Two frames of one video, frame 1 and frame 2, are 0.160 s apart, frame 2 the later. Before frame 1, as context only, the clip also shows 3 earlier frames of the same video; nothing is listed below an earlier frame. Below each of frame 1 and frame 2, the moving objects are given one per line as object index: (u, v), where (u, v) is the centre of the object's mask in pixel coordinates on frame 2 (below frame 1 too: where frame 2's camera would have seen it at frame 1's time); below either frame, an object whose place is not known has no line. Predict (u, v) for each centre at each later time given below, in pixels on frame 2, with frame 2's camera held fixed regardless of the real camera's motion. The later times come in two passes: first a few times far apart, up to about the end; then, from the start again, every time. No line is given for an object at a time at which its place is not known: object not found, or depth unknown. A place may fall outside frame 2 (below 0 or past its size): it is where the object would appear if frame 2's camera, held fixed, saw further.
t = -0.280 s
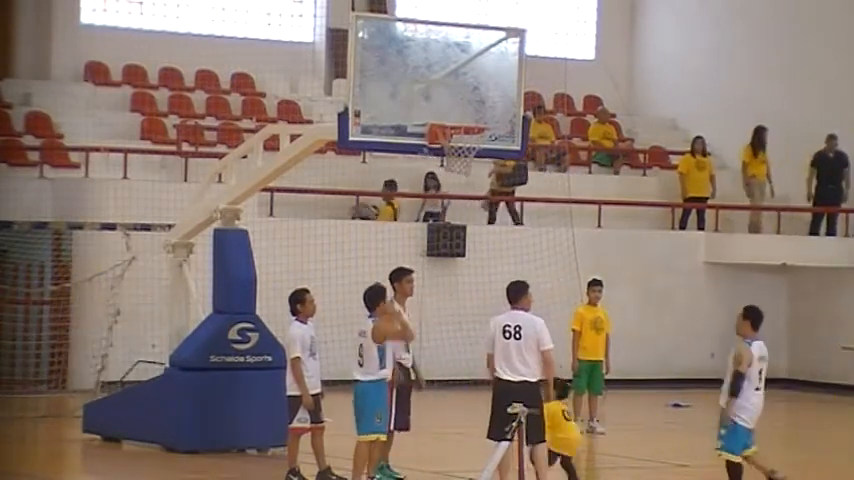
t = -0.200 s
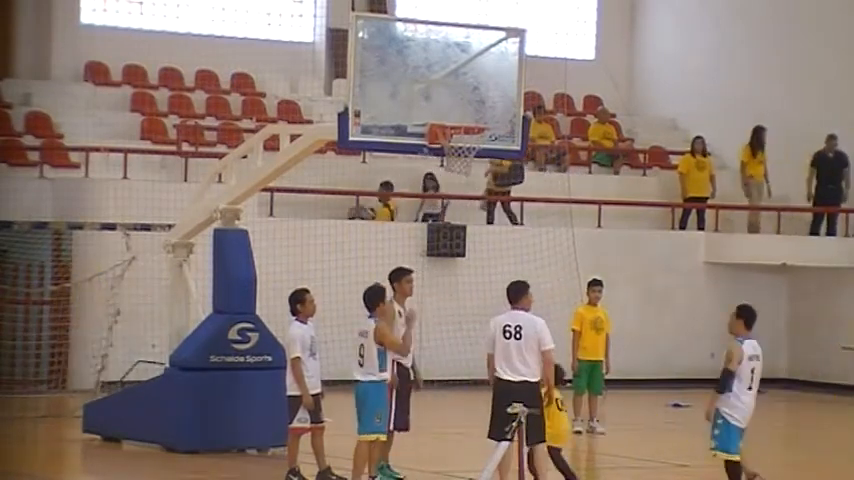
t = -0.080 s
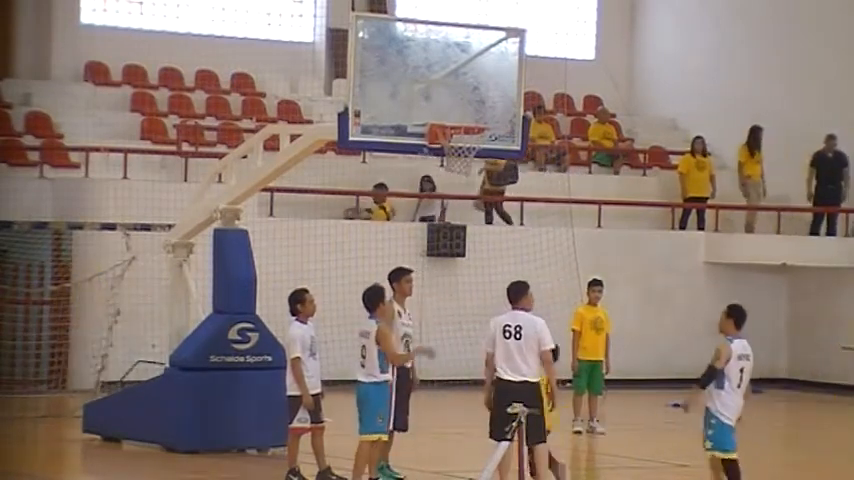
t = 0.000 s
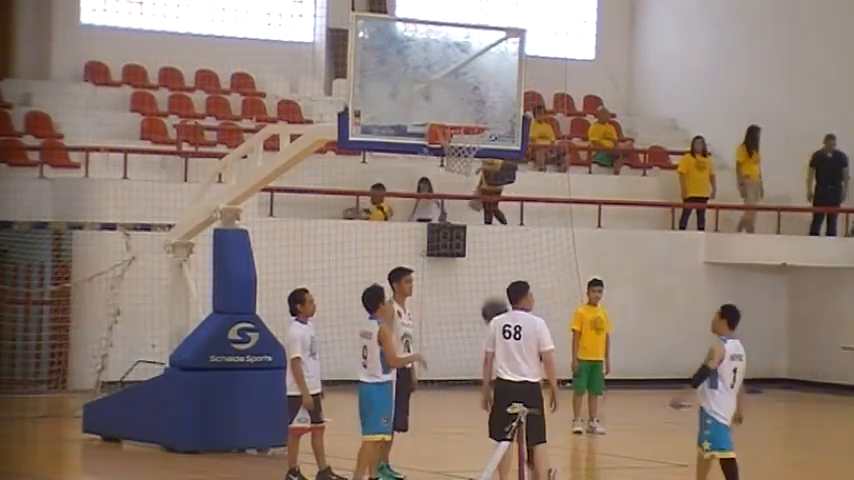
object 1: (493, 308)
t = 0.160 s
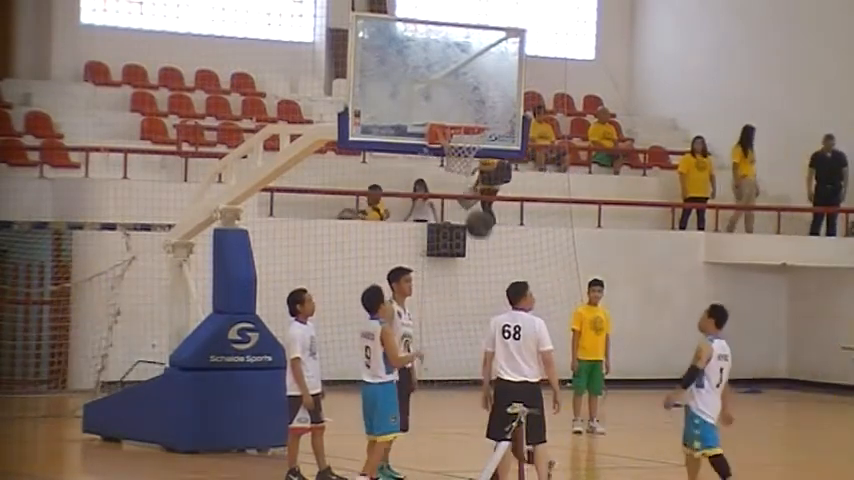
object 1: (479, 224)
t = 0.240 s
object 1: (469, 193)
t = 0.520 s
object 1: (445, 143)
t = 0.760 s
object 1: (447, 166)
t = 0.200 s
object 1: (474, 206)
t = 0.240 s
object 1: (469, 193)
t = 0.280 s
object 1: (467, 179)
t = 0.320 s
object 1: (463, 169)
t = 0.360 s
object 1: (459, 162)
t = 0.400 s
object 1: (454, 152)
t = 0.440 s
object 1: (451, 148)
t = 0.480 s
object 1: (447, 144)
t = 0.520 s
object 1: (445, 143)
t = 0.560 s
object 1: (443, 143)
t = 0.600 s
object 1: (442, 145)
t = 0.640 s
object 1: (442, 148)
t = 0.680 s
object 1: (443, 154)
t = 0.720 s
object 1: (446, 160)
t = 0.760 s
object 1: (447, 166)
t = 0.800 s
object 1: (448, 180)
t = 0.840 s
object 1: (451, 192)
